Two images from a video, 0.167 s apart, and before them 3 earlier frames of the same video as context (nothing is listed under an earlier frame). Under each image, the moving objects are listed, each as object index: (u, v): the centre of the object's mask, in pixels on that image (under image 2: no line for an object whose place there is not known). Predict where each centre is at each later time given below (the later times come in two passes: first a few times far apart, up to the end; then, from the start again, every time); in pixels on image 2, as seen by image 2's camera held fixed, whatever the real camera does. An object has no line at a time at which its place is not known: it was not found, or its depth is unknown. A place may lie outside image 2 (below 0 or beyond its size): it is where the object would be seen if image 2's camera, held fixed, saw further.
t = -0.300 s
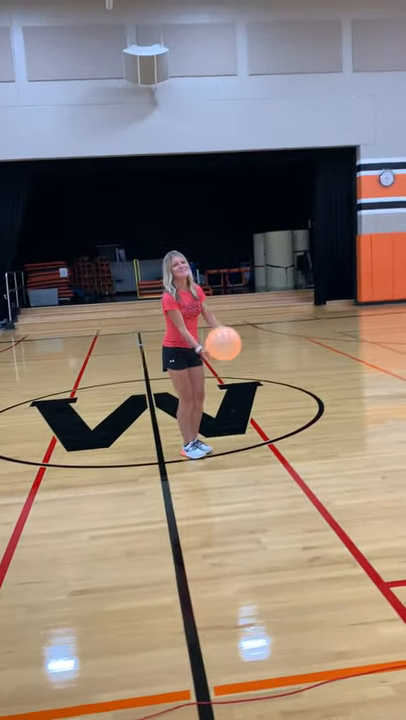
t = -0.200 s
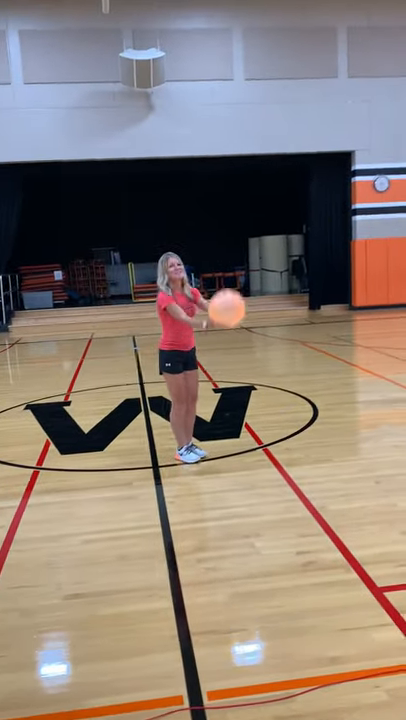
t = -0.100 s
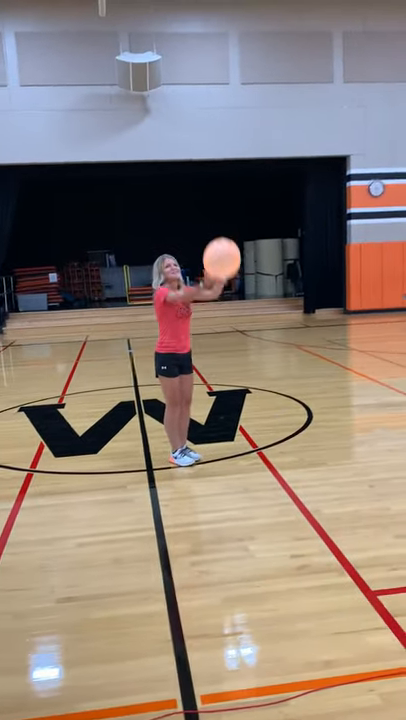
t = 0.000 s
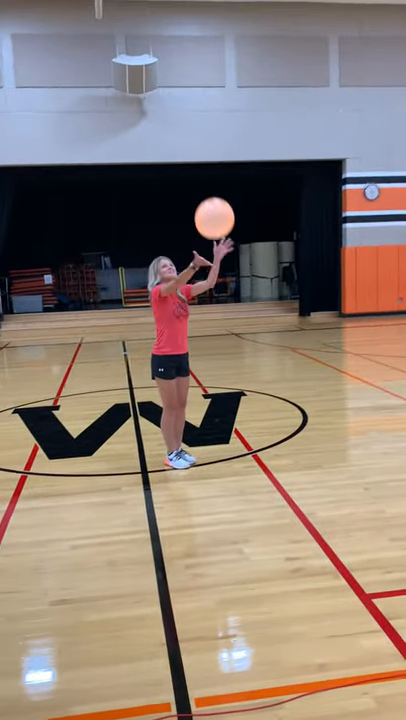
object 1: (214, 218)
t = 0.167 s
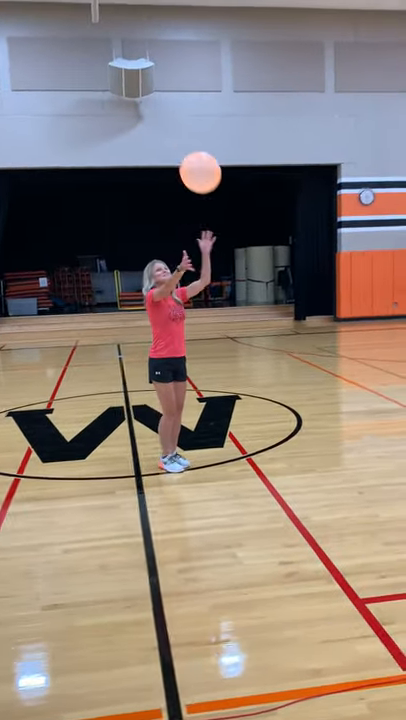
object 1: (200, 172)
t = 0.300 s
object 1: (193, 145)
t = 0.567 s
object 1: (183, 121)
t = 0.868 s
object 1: (174, 114)
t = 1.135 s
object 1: (174, 126)
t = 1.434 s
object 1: (179, 157)
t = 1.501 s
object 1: (180, 166)
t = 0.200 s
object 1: (199, 165)
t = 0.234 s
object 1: (197, 158)
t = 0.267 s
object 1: (195, 152)
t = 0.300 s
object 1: (193, 145)
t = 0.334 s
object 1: (192, 141)
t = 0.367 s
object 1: (191, 136)
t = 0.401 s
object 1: (190, 133)
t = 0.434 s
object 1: (188, 130)
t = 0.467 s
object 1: (187, 127)
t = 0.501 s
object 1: (186, 125)
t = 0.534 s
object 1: (185, 123)
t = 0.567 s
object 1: (183, 121)
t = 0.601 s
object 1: (182, 119)
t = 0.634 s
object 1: (180, 118)
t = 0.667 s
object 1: (179, 117)
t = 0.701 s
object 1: (178, 116)
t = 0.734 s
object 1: (177, 114)
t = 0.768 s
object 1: (177, 114)
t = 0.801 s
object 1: (176, 114)
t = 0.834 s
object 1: (175, 114)
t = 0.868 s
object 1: (174, 114)
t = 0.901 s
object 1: (174, 115)
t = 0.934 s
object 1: (174, 116)
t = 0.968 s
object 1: (174, 116)
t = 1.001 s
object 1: (174, 117)
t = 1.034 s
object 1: (173, 120)
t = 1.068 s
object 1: (173, 122)
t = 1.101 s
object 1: (174, 124)
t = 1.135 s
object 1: (174, 126)
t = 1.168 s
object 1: (174, 129)
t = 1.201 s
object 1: (175, 132)
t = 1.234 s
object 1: (175, 135)
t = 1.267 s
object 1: (176, 138)
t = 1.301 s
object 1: (176, 141)
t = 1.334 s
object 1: (176, 145)
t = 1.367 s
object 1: (177, 148)
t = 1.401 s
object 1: (178, 152)
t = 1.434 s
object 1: (179, 157)
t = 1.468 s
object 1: (180, 161)
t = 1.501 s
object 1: (180, 166)
